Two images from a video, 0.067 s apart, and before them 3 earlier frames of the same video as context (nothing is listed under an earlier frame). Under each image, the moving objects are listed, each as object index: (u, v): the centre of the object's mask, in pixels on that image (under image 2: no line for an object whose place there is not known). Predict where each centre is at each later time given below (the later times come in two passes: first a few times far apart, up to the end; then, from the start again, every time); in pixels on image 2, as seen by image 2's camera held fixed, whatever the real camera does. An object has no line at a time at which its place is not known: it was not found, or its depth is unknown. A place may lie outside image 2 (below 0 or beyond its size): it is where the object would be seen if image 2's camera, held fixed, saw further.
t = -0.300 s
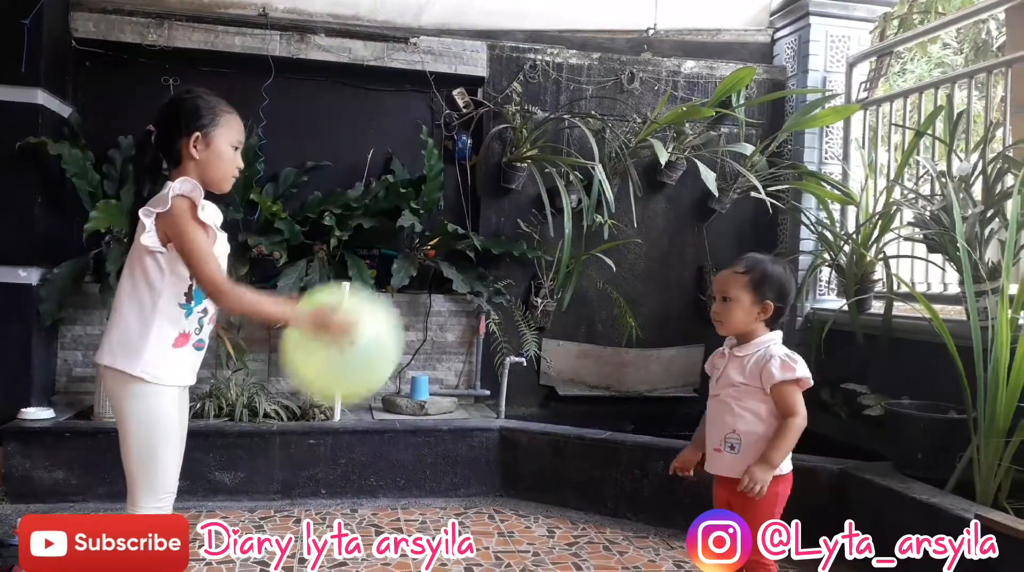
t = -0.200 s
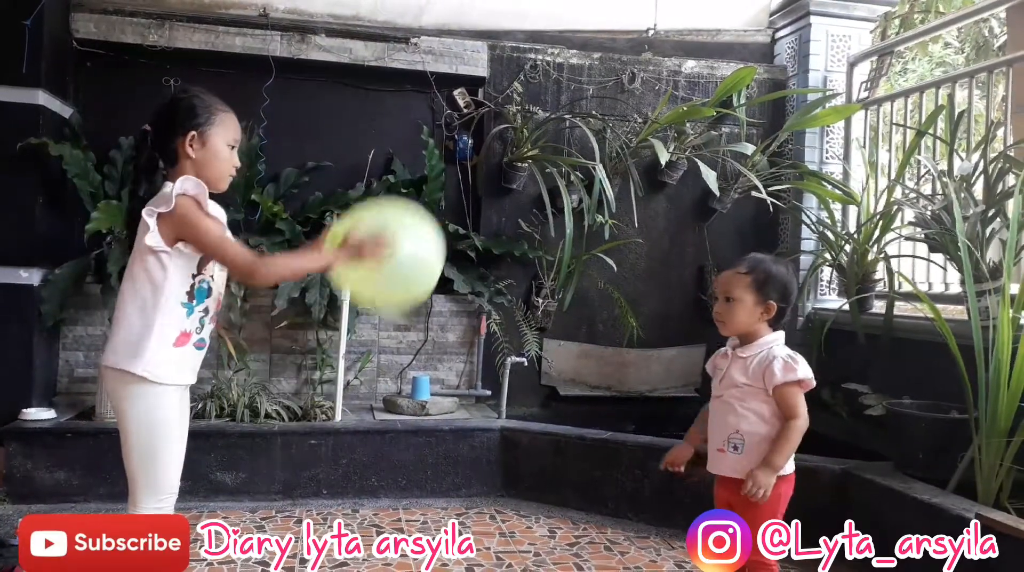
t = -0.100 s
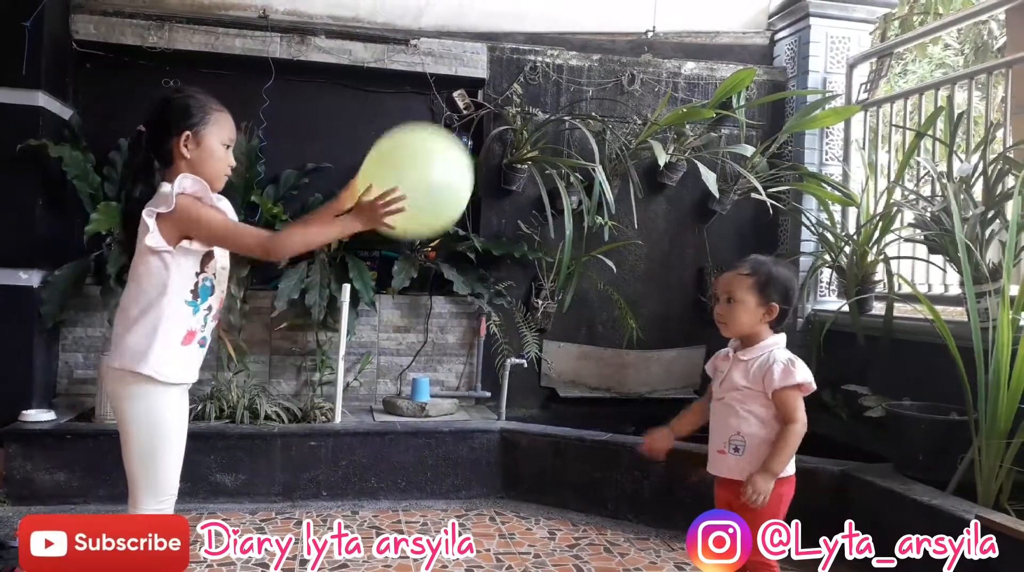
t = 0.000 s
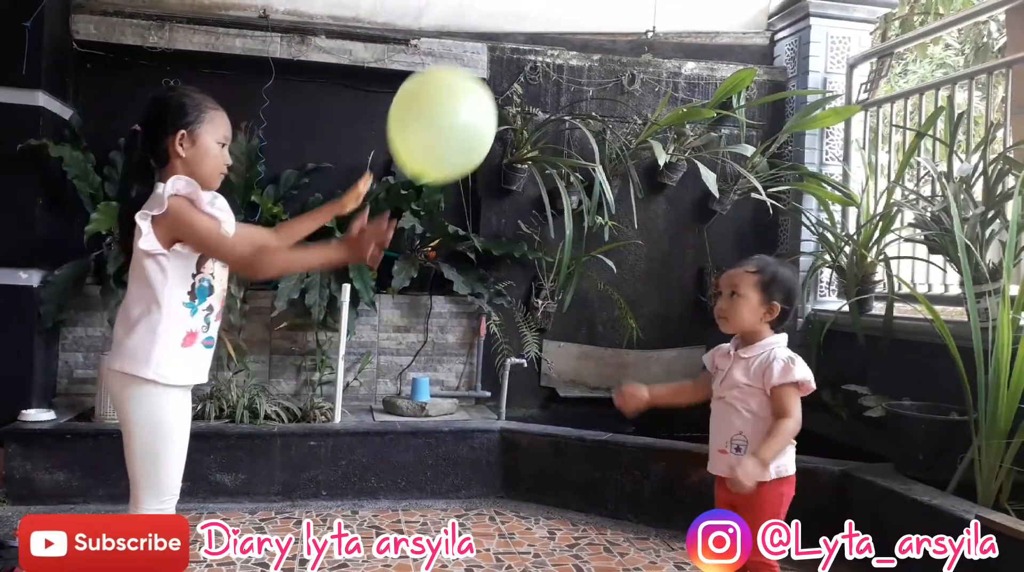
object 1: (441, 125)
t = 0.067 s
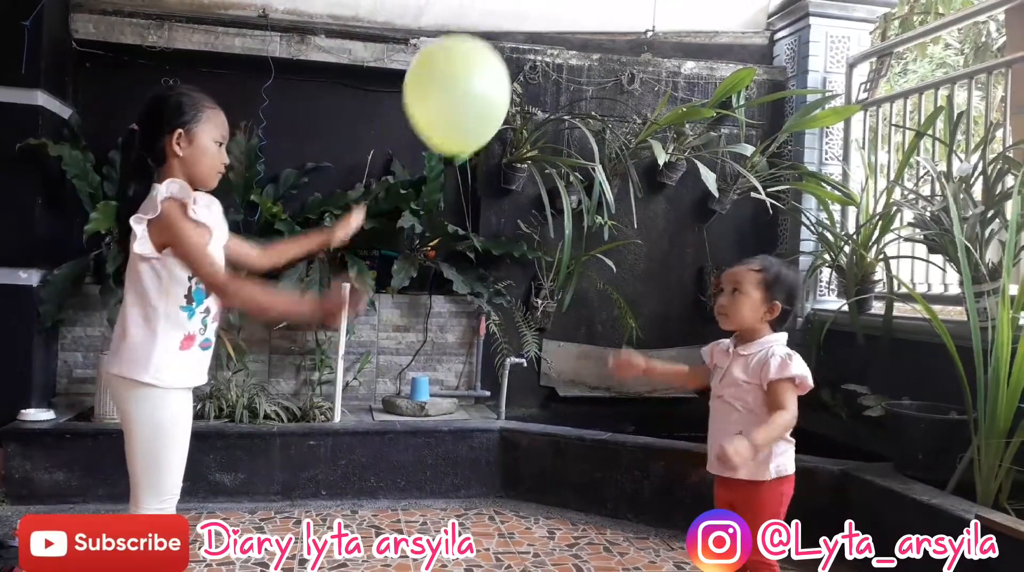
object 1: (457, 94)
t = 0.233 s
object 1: (493, 49)
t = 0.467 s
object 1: (535, 41)
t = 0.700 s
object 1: (571, 73)
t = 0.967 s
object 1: (599, 154)
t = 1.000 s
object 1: (602, 167)
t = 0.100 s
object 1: (464, 83)
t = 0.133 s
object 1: (472, 74)
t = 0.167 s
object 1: (479, 64)
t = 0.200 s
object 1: (485, 56)
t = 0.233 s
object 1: (493, 49)
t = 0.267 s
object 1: (499, 45)
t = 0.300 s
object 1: (505, 43)
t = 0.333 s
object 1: (512, 41)
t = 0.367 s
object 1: (517, 41)
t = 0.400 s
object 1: (524, 40)
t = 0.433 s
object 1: (529, 41)
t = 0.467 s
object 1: (535, 41)
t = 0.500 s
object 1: (540, 43)
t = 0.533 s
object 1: (547, 45)
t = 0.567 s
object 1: (553, 48)
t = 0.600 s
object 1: (557, 54)
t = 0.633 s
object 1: (562, 59)
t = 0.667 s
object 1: (567, 66)
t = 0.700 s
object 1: (571, 73)
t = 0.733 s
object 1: (576, 81)
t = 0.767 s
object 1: (580, 89)
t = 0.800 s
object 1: (584, 98)
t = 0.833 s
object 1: (587, 109)
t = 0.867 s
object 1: (590, 119)
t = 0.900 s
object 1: (593, 130)
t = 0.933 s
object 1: (596, 142)
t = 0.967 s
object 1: (599, 154)
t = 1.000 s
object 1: (602, 167)
